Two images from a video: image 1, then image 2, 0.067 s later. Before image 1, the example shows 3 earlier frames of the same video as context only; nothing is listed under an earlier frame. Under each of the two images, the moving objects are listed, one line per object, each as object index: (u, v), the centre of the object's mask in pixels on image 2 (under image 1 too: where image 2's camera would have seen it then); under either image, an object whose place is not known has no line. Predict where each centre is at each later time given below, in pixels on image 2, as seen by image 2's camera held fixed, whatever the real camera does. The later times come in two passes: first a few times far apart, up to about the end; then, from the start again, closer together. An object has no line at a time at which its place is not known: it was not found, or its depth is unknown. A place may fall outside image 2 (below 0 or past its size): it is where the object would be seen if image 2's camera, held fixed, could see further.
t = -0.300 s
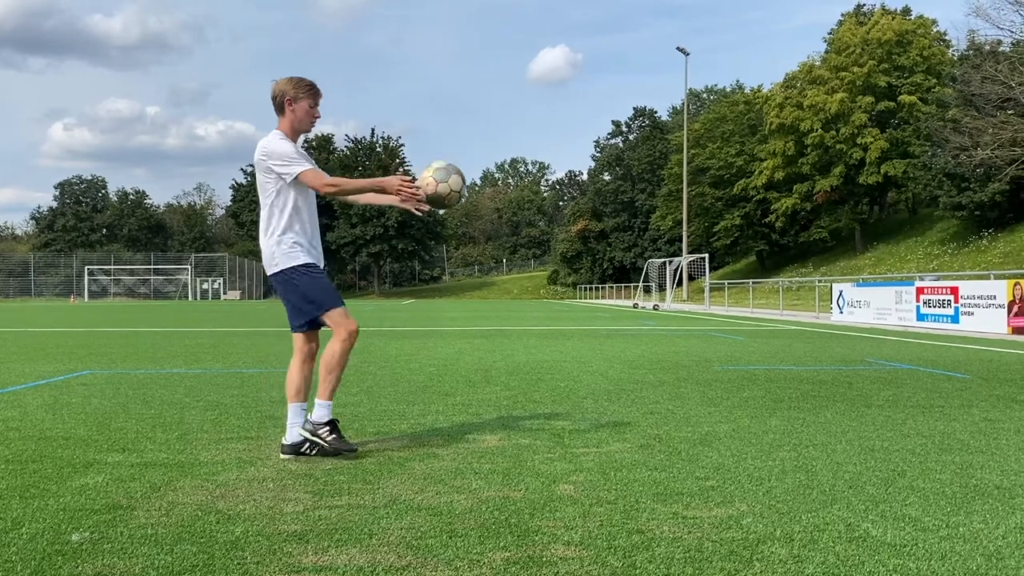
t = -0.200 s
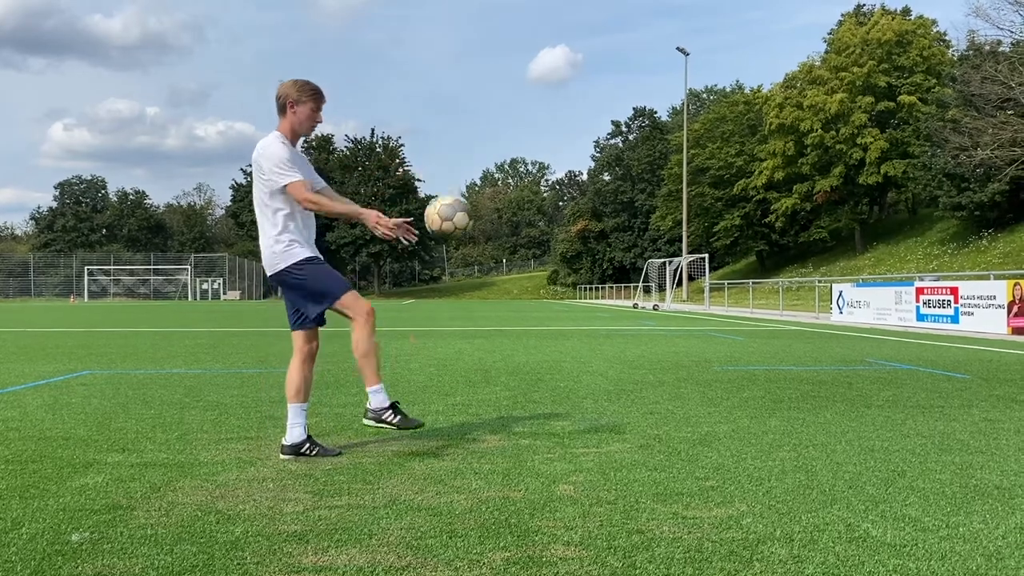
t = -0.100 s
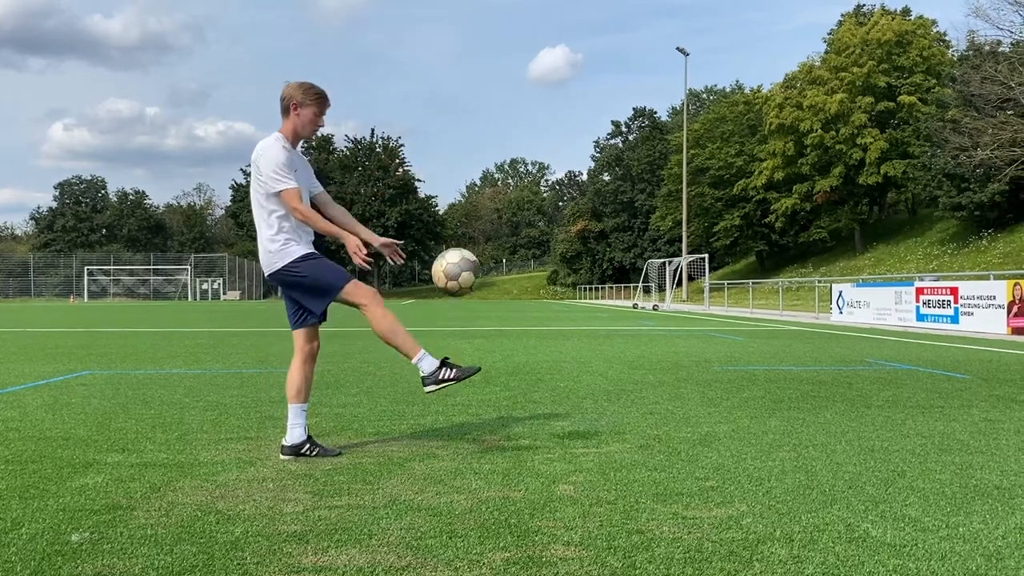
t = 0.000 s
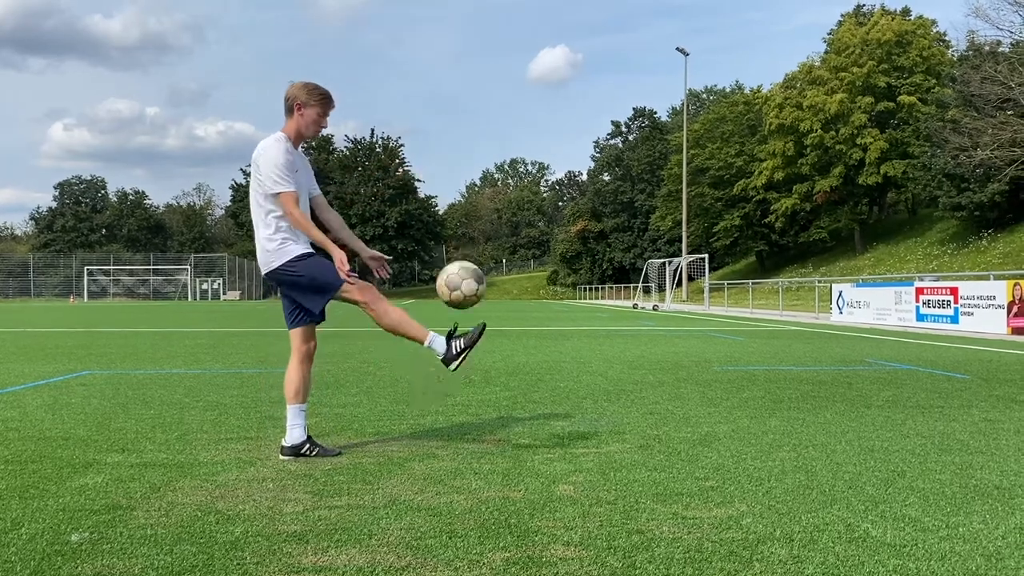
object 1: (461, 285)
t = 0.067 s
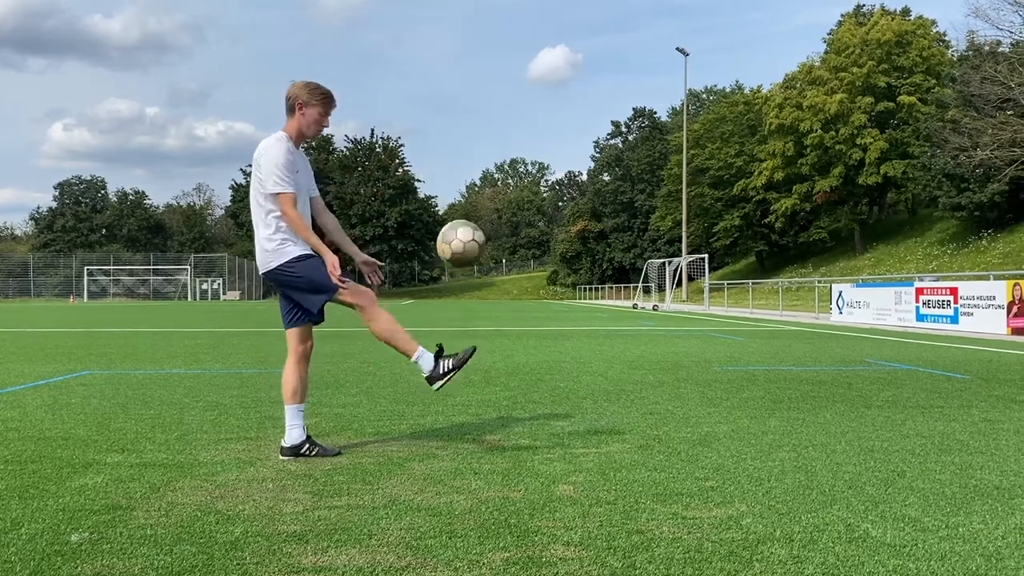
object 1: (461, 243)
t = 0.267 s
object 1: (462, 179)
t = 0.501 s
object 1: (466, 205)
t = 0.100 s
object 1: (461, 226)
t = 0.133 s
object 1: (461, 213)
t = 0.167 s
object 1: (462, 201)
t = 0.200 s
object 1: (462, 191)
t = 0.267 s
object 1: (462, 179)
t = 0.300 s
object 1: (464, 177)
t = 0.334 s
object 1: (464, 176)
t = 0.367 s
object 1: (464, 177)
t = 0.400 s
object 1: (465, 180)
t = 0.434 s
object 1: (465, 185)
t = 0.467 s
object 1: (466, 195)
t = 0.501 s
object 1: (466, 205)
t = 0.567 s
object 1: (467, 231)
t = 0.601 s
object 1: (467, 248)
